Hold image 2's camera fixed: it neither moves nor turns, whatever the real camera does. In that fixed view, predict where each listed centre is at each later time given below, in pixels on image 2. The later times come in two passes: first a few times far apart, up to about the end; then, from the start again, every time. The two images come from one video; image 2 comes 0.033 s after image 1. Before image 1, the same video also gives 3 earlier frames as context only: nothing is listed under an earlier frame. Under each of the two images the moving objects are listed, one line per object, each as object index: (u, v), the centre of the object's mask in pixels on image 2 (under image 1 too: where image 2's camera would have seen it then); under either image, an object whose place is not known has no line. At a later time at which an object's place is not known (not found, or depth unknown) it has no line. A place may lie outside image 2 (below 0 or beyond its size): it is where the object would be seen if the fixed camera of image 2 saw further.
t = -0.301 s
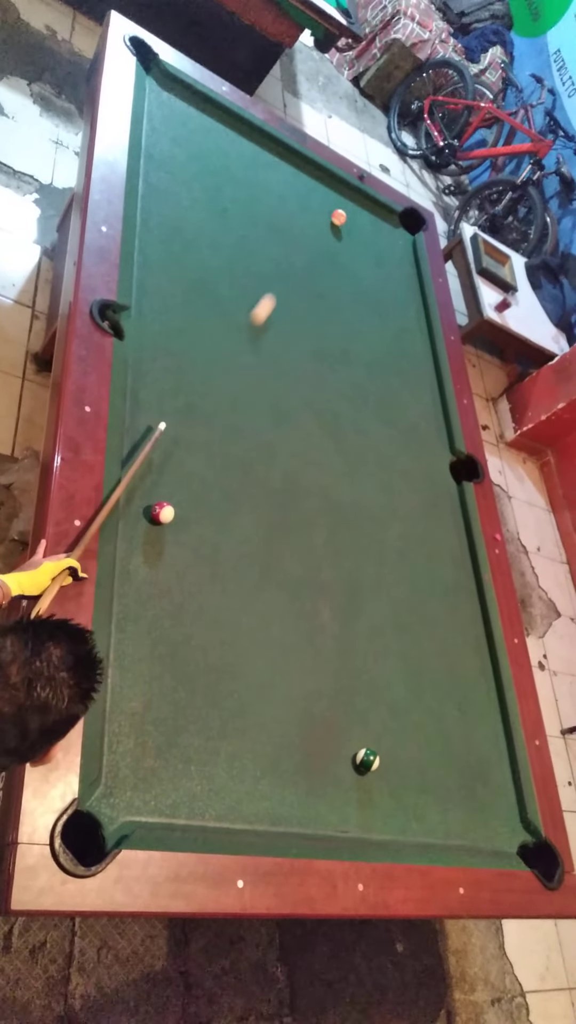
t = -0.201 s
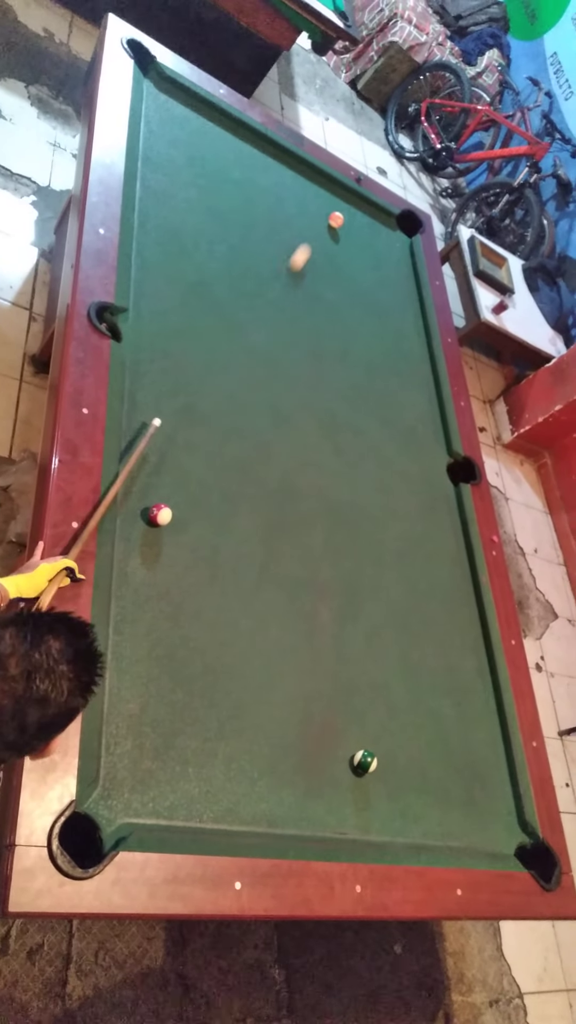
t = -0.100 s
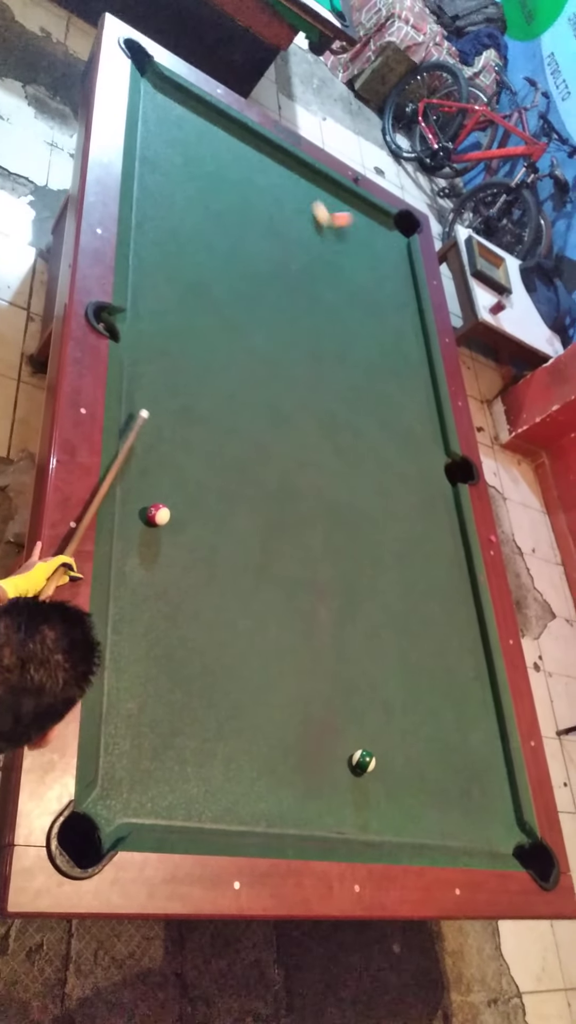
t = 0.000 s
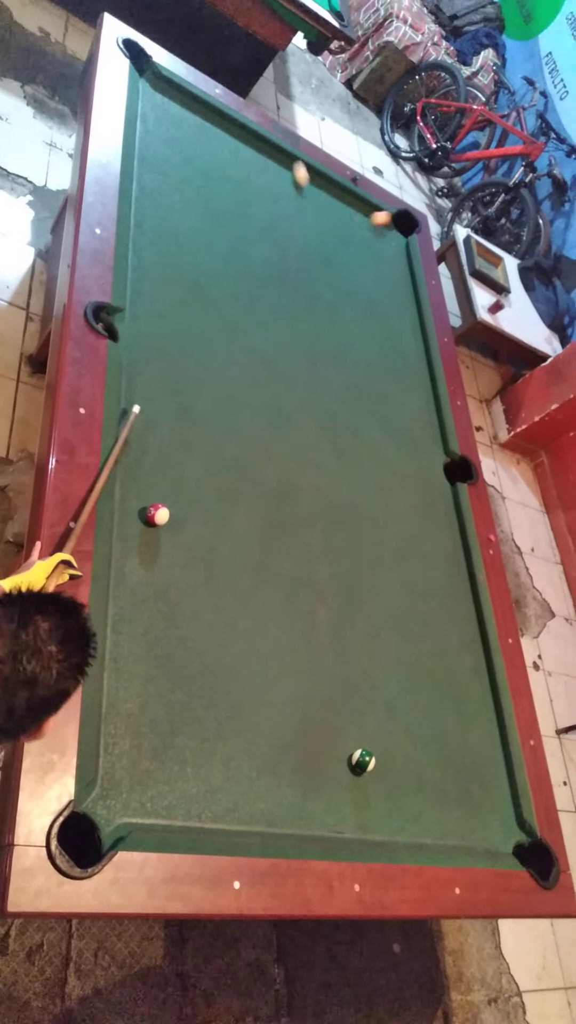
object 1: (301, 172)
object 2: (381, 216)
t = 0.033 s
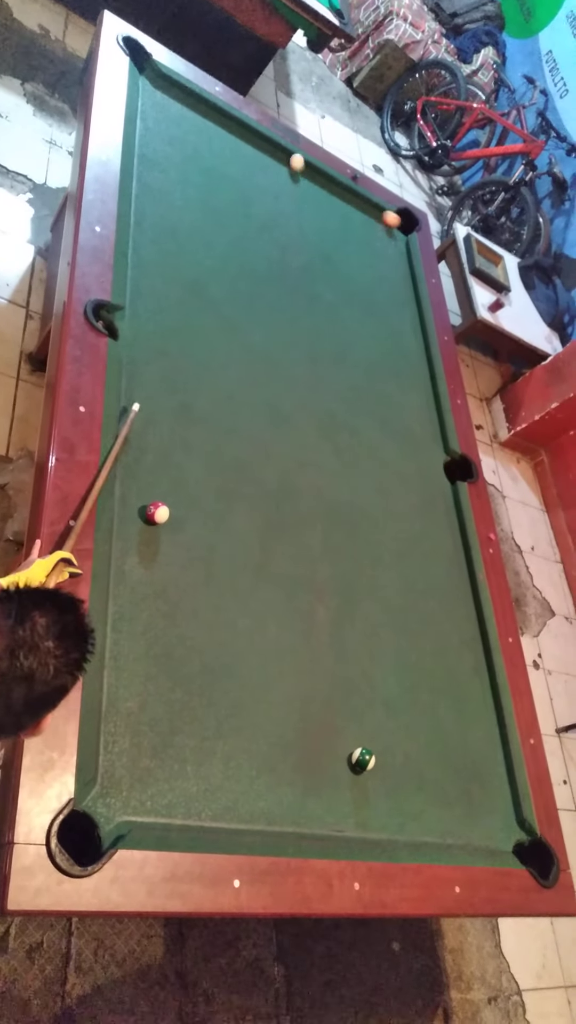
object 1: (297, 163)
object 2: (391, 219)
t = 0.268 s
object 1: (292, 201)
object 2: (379, 221)
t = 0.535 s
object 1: (290, 246)
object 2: (344, 204)
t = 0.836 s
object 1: (288, 301)
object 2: (304, 183)
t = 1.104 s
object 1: (287, 353)
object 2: (267, 165)
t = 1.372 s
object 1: (285, 409)
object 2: (229, 146)
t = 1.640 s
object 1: (284, 467)
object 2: (190, 126)
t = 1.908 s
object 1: (283, 528)
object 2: (151, 105)
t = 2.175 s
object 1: (282, 594)
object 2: (155, 109)
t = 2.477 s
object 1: (282, 672)
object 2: (170, 119)
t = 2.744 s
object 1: (283, 747)
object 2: (180, 125)
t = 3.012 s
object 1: (283, 823)
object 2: (189, 131)
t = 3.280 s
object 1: (279, 787)
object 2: (197, 136)
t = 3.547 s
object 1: (276, 753)
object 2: (203, 139)
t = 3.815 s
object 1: (274, 723)
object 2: (207, 141)
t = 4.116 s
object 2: (210, 143)
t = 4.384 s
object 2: (211, 144)
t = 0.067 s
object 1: (296, 165)
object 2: (398, 227)
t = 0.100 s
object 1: (294, 172)
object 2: (401, 231)
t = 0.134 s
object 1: (293, 179)
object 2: (396, 229)
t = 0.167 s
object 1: (292, 184)
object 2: (391, 227)
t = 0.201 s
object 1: (292, 190)
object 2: (387, 225)
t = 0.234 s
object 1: (292, 195)
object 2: (383, 222)
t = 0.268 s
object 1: (292, 201)
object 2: (379, 221)
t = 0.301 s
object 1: (291, 206)
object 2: (375, 218)
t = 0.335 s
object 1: (291, 211)
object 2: (370, 216)
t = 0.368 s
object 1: (291, 217)
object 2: (366, 214)
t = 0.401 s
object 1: (291, 223)
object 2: (361, 212)
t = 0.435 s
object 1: (291, 229)
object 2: (358, 210)
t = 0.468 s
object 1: (291, 235)
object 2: (353, 208)
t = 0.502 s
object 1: (291, 240)
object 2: (349, 206)
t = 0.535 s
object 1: (290, 246)
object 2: (344, 204)
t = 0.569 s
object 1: (290, 252)
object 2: (340, 201)
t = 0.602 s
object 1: (290, 258)
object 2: (335, 199)
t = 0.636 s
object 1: (290, 264)
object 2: (331, 197)
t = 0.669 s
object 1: (289, 270)
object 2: (326, 195)
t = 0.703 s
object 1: (289, 276)
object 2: (322, 193)
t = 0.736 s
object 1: (289, 282)
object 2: (318, 191)
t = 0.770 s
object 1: (289, 288)
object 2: (313, 188)
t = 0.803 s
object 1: (289, 295)
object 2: (308, 186)
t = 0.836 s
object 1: (288, 301)
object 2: (304, 183)
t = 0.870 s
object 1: (288, 307)
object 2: (299, 181)
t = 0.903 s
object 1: (288, 314)
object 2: (295, 179)
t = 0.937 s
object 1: (288, 320)
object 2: (290, 177)
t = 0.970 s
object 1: (288, 327)
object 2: (285, 174)
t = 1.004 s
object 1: (288, 333)
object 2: (281, 172)
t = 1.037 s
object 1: (287, 340)
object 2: (276, 170)
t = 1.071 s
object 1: (287, 347)
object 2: (271, 167)
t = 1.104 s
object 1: (287, 353)
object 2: (267, 165)
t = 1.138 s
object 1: (287, 360)
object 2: (262, 163)
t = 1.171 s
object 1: (287, 367)
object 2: (258, 160)
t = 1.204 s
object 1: (286, 374)
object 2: (252, 158)
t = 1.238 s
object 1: (286, 381)
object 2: (248, 155)
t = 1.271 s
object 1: (286, 388)
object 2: (243, 153)
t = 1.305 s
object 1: (286, 394)
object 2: (239, 151)
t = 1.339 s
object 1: (286, 402)
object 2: (234, 148)
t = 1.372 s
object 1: (285, 409)
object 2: (229, 146)
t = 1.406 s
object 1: (285, 416)
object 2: (224, 143)
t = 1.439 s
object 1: (285, 423)
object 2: (219, 141)
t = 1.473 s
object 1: (285, 430)
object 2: (215, 138)
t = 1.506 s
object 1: (285, 437)
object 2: (210, 136)
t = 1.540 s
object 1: (285, 444)
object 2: (205, 133)
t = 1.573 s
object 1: (285, 452)
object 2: (200, 131)
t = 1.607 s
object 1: (285, 459)
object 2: (195, 128)
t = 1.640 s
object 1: (284, 467)
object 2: (190, 126)
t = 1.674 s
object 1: (284, 475)
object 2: (185, 123)
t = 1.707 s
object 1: (284, 482)
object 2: (180, 121)
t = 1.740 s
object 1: (284, 489)
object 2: (176, 118)
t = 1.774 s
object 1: (283, 497)
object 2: (171, 115)
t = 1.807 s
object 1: (283, 505)
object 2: (166, 113)
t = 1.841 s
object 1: (283, 513)
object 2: (161, 110)
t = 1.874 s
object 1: (284, 520)
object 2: (156, 108)
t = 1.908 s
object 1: (283, 528)
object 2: (151, 105)
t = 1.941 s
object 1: (283, 537)
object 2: (146, 102)
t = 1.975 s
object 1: (283, 544)
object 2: (144, 102)
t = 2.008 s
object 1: (283, 552)
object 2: (146, 103)
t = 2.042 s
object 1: (283, 560)
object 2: (147, 104)
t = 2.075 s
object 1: (283, 569)
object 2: (149, 105)
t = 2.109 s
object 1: (282, 577)
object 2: (151, 106)
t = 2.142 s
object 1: (282, 585)
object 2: (153, 108)
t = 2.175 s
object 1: (282, 594)
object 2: (155, 109)
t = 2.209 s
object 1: (282, 602)
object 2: (156, 110)
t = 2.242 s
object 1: (282, 611)
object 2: (158, 112)
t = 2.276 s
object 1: (282, 619)
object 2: (160, 113)
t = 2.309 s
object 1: (282, 628)
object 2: (161, 114)
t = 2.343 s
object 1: (282, 637)
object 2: (163, 115)
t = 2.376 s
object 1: (282, 645)
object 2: (165, 116)
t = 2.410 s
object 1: (282, 654)
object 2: (166, 116)
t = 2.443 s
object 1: (282, 663)
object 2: (168, 118)
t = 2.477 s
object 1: (282, 672)
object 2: (170, 119)
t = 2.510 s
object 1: (282, 682)
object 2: (171, 119)
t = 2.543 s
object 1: (282, 691)
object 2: (172, 120)
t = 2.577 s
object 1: (282, 700)
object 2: (174, 121)
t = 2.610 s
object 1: (282, 710)
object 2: (175, 122)
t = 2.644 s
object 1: (282, 719)
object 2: (176, 123)
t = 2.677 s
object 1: (282, 728)
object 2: (177, 124)
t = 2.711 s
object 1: (282, 738)
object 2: (179, 124)
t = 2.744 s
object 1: (283, 747)
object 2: (180, 125)
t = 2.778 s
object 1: (282, 757)
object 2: (182, 126)
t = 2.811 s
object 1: (283, 767)
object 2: (183, 127)
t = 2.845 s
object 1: (283, 776)
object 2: (184, 127)
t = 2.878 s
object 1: (283, 786)
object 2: (185, 128)
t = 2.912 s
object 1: (283, 796)
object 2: (186, 128)
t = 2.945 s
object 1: (283, 806)
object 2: (187, 129)
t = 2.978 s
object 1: (283, 815)
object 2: (188, 130)
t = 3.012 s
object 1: (283, 823)
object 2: (189, 131)
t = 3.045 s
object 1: (283, 820)
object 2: (190, 131)
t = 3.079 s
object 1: (282, 816)
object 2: (192, 132)
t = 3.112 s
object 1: (281, 811)
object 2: (193, 132)
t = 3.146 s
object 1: (281, 805)
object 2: (194, 133)
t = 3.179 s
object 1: (281, 800)
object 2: (195, 133)
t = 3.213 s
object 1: (280, 796)
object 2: (195, 134)
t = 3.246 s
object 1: (280, 791)
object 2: (196, 135)
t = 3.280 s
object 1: (279, 787)
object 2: (197, 136)
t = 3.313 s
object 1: (279, 782)
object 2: (198, 136)
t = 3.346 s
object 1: (279, 778)
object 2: (198, 137)
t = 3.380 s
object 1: (278, 773)
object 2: (199, 137)
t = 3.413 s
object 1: (278, 769)
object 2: (200, 137)
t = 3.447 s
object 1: (278, 765)
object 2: (200, 138)
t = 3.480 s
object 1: (277, 760)
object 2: (201, 138)
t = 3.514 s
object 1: (277, 757)
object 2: (202, 138)
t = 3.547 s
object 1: (276, 753)
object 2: (203, 139)
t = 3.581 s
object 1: (276, 748)
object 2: (203, 139)
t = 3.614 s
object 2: (204, 139)
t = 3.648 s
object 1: (275, 741)
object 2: (204, 140)
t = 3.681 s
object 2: (205, 140)
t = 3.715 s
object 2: (206, 140)
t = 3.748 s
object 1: (274, 730)
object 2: (206, 141)
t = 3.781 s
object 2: (206, 141)
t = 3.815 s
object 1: (274, 723)
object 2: (207, 141)
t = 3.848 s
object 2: (207, 142)
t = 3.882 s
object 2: (208, 142)
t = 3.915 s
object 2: (208, 142)
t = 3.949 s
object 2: (209, 142)
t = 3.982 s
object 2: (209, 142)
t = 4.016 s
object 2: (209, 142)
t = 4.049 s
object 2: (209, 143)
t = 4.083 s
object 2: (209, 143)
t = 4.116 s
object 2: (210, 143)
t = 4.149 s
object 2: (210, 143)
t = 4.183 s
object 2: (210, 143)
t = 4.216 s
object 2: (210, 143)
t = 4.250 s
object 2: (211, 143)
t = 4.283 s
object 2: (211, 144)
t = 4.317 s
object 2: (211, 144)
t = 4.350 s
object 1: (270, 676)
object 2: (211, 144)
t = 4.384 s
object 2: (211, 144)
